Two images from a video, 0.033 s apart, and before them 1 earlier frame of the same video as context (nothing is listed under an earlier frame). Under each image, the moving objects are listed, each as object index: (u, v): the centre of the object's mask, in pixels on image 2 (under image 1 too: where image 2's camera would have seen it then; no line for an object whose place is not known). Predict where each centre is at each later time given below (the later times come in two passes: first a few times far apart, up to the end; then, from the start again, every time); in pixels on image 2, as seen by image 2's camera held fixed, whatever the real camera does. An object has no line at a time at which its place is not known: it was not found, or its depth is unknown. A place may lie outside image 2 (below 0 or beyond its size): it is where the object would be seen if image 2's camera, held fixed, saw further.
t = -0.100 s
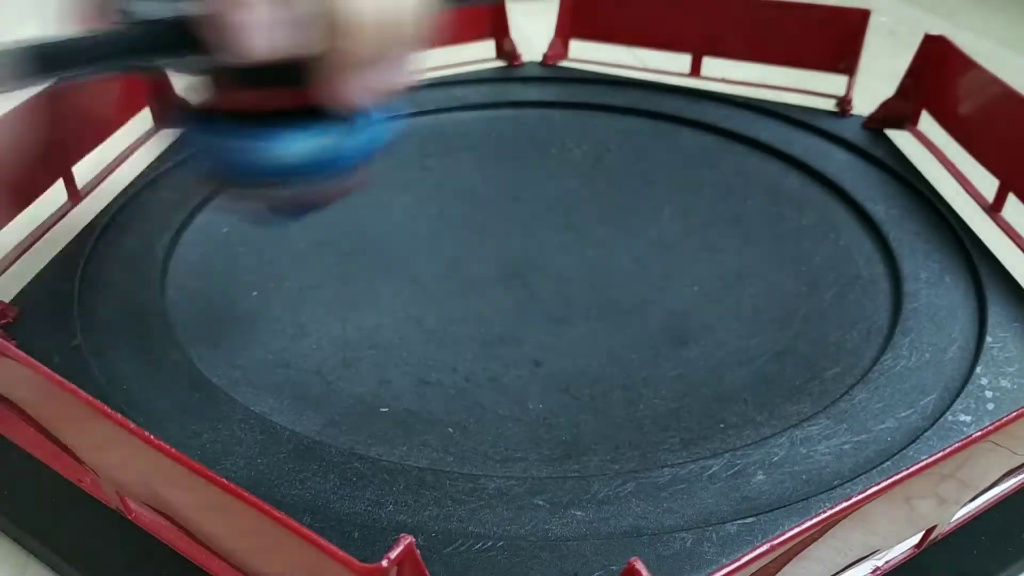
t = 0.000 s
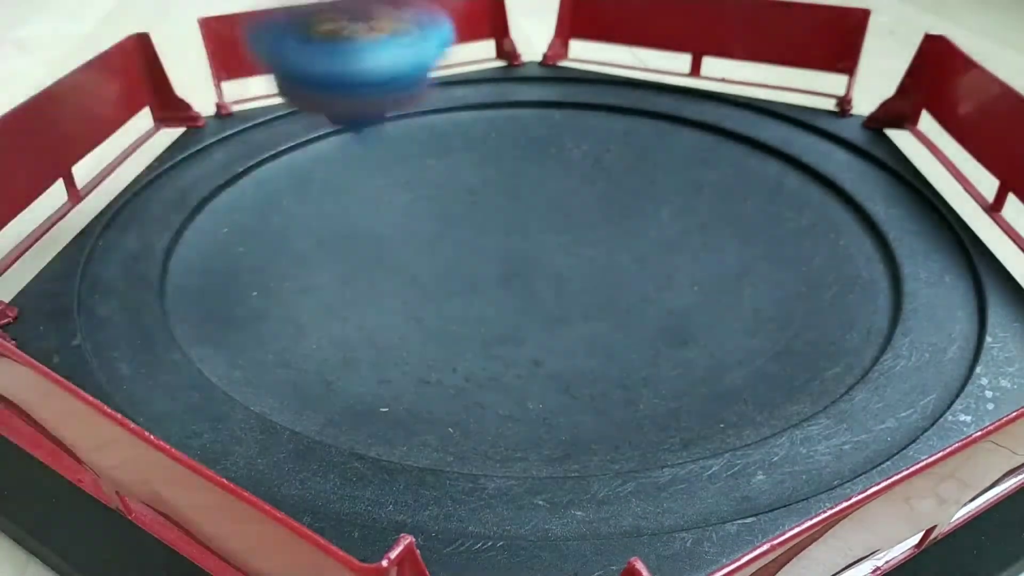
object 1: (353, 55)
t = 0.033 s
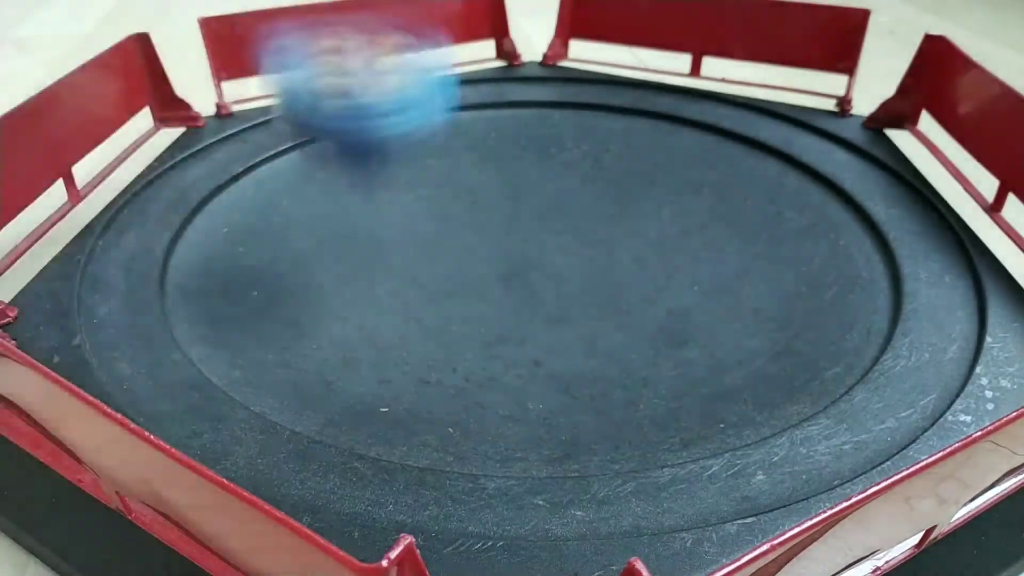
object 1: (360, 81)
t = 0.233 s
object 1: (501, 241)
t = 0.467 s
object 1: (644, 167)
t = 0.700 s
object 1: (462, 118)
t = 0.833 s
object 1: (296, 164)
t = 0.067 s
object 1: (373, 172)
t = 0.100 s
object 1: (389, 228)
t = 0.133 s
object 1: (415, 196)
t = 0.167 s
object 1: (441, 190)
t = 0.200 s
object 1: (471, 209)
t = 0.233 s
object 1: (501, 241)
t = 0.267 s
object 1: (535, 224)
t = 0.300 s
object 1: (567, 229)
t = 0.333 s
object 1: (598, 219)
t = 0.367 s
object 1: (623, 210)
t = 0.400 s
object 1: (638, 195)
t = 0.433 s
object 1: (646, 180)
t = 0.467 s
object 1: (644, 167)
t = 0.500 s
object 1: (637, 153)
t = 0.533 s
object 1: (621, 142)
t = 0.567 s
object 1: (599, 132)
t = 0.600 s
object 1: (572, 123)
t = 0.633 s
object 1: (539, 117)
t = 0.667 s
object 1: (502, 114)
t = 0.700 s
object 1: (462, 118)
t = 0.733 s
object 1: (423, 124)
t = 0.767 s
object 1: (375, 134)
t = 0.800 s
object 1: (333, 149)
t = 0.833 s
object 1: (296, 164)
